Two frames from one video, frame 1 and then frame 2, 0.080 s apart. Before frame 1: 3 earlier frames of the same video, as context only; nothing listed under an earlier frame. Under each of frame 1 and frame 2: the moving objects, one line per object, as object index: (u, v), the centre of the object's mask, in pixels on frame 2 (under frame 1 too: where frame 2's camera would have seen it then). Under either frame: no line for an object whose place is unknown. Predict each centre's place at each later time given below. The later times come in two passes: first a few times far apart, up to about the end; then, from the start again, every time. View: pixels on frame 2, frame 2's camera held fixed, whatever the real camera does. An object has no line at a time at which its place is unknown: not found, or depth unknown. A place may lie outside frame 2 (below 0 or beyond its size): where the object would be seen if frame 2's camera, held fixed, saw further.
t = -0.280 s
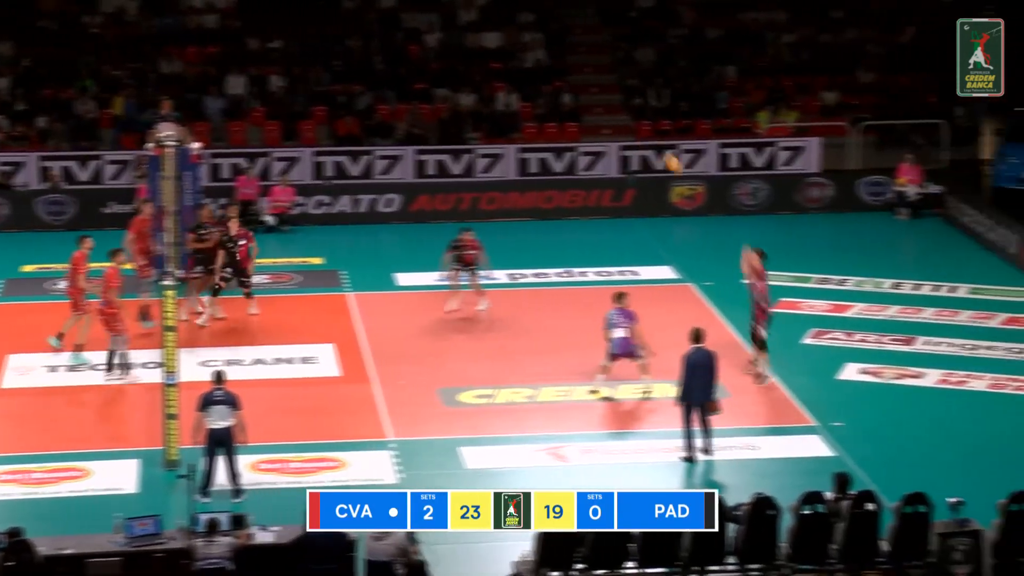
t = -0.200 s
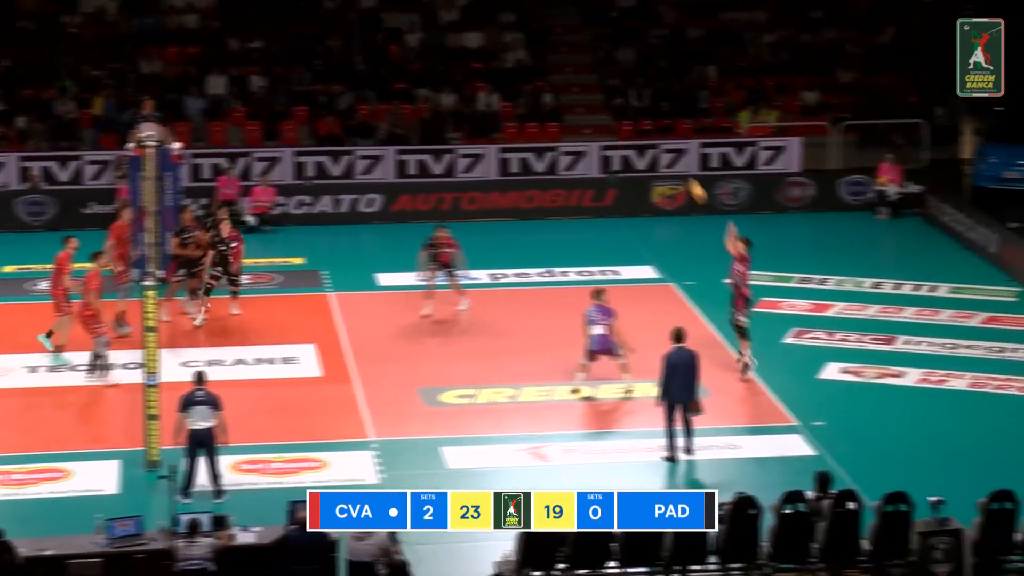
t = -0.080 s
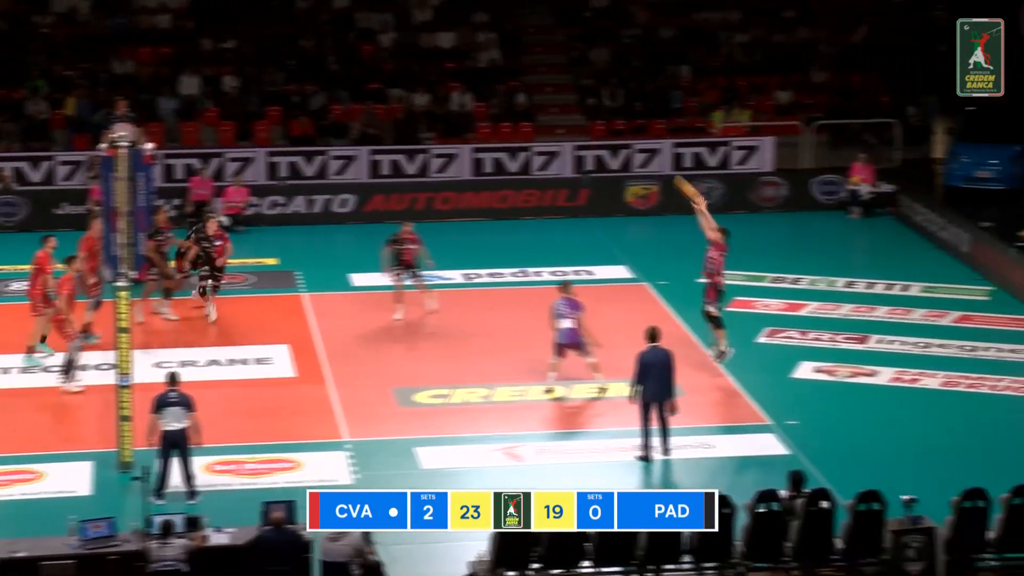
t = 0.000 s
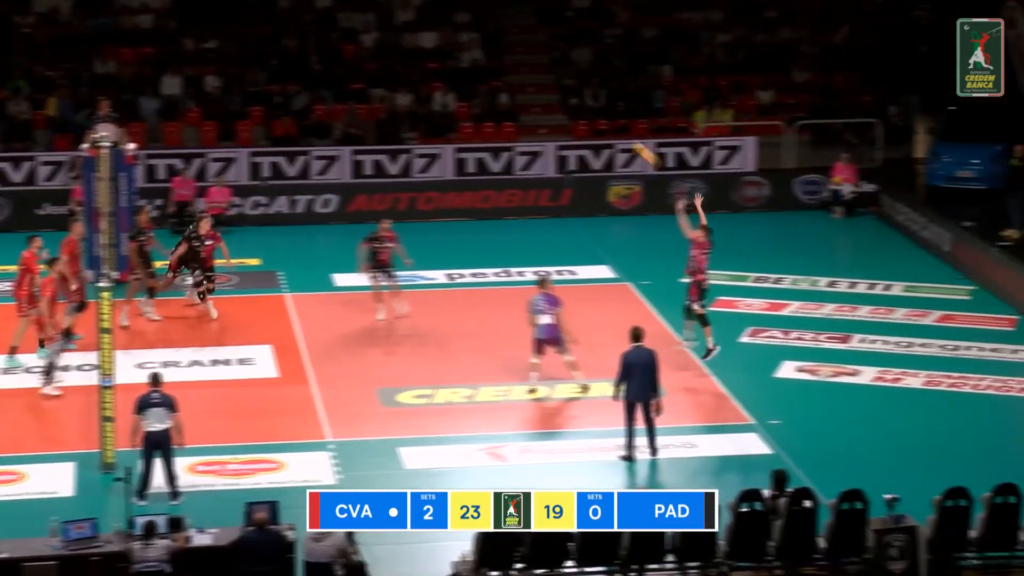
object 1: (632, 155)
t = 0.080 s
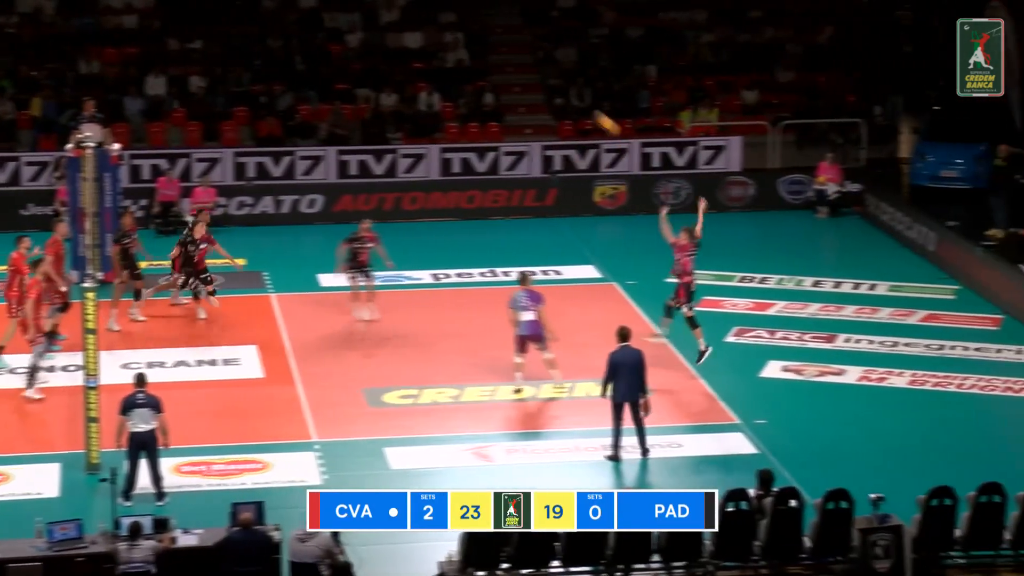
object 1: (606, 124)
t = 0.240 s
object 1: (557, 75)
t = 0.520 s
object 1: (475, 32)
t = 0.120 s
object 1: (593, 109)
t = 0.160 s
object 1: (581, 97)
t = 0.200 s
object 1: (569, 85)
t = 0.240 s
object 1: (557, 75)
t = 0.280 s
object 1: (545, 66)
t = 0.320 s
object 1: (533, 57)
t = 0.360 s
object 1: (521, 50)
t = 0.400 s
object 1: (510, 44)
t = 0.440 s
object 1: (498, 39)
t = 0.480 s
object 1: (486, 36)
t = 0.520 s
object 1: (475, 32)
